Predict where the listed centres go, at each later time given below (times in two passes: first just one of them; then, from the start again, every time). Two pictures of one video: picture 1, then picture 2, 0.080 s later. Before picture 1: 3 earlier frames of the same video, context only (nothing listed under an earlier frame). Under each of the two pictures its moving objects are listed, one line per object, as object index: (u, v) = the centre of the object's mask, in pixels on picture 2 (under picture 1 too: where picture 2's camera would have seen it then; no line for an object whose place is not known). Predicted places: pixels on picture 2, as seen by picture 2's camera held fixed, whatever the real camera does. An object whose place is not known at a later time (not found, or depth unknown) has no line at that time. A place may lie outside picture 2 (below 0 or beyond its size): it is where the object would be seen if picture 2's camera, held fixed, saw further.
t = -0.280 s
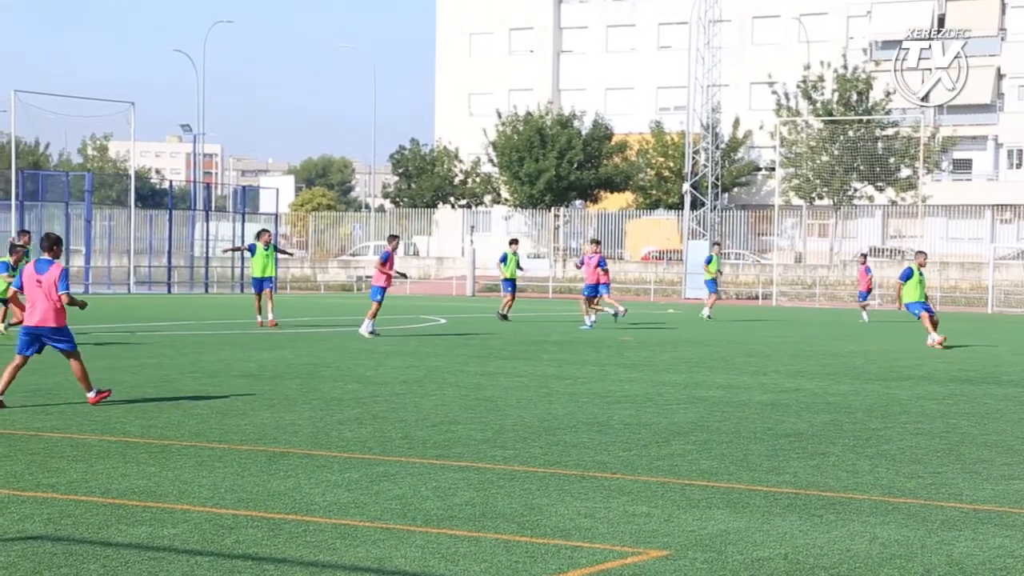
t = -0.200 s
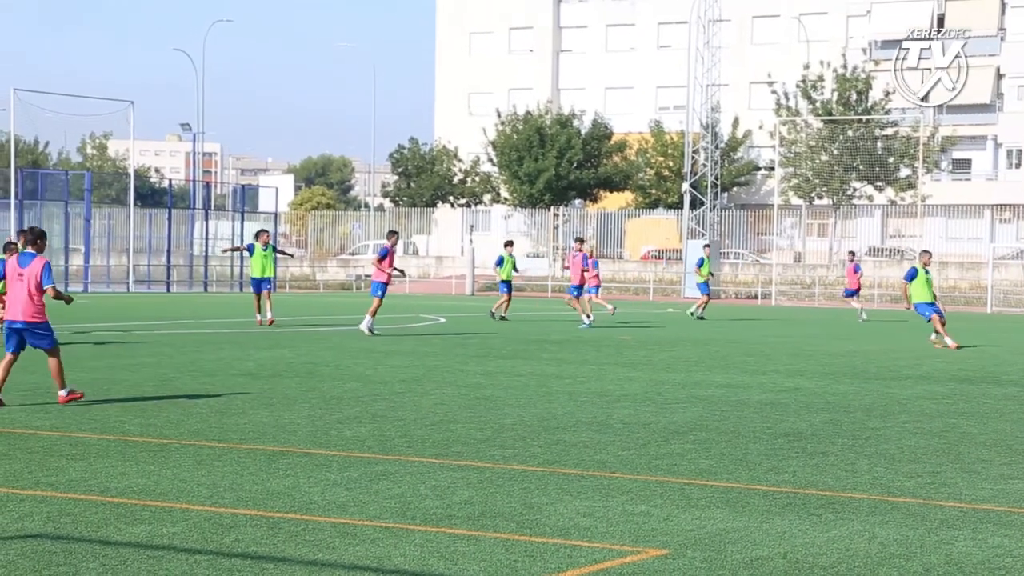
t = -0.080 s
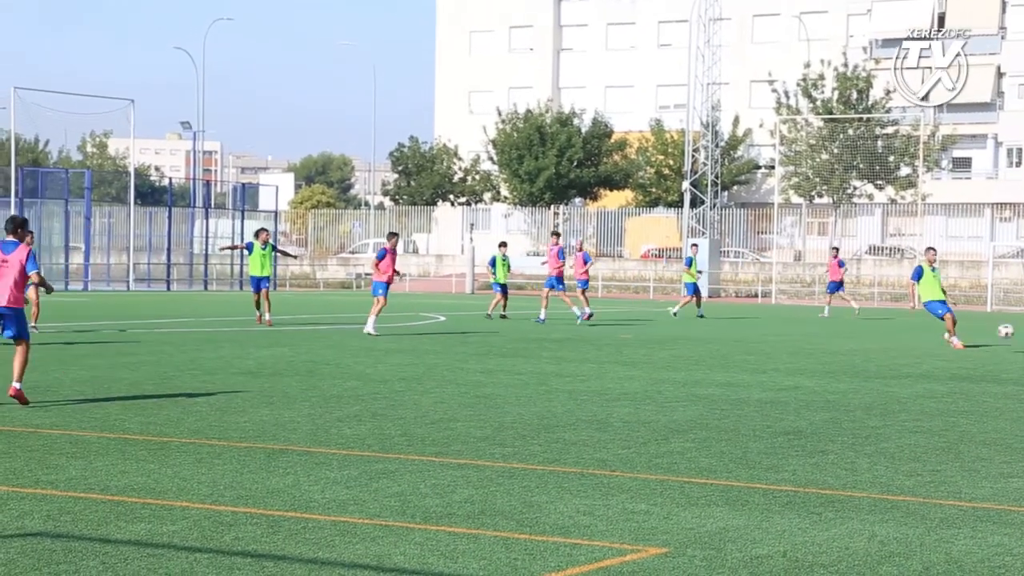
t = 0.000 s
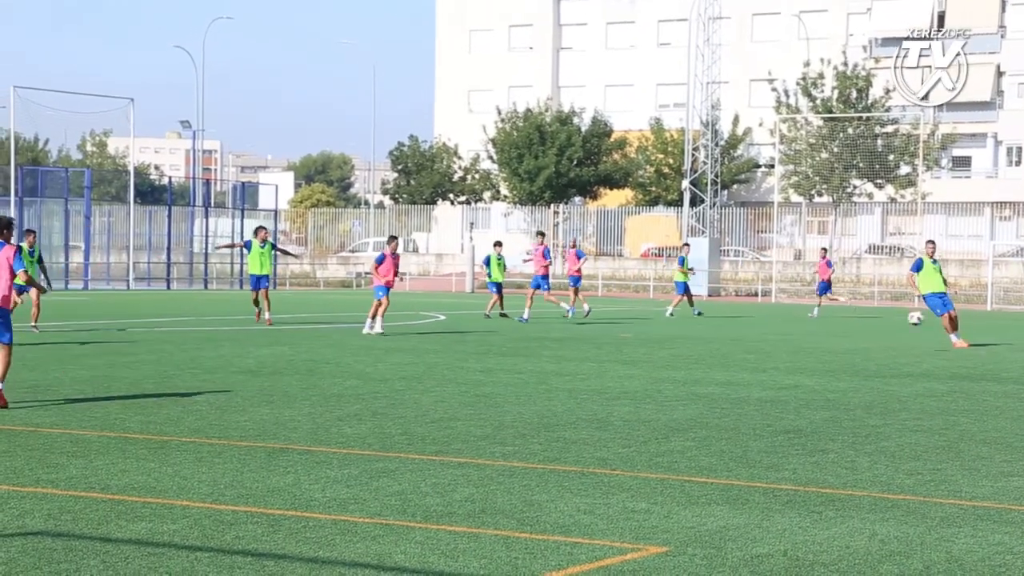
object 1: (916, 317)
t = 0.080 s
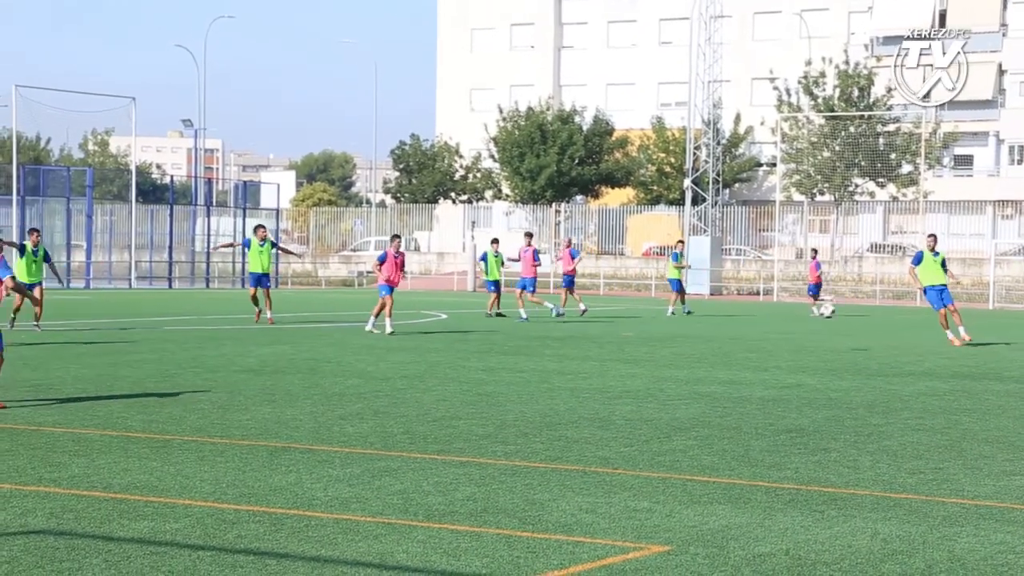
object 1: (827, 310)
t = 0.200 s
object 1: (696, 313)
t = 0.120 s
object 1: (783, 310)
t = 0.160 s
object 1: (739, 311)
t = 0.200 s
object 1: (696, 313)
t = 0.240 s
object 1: (655, 317)
